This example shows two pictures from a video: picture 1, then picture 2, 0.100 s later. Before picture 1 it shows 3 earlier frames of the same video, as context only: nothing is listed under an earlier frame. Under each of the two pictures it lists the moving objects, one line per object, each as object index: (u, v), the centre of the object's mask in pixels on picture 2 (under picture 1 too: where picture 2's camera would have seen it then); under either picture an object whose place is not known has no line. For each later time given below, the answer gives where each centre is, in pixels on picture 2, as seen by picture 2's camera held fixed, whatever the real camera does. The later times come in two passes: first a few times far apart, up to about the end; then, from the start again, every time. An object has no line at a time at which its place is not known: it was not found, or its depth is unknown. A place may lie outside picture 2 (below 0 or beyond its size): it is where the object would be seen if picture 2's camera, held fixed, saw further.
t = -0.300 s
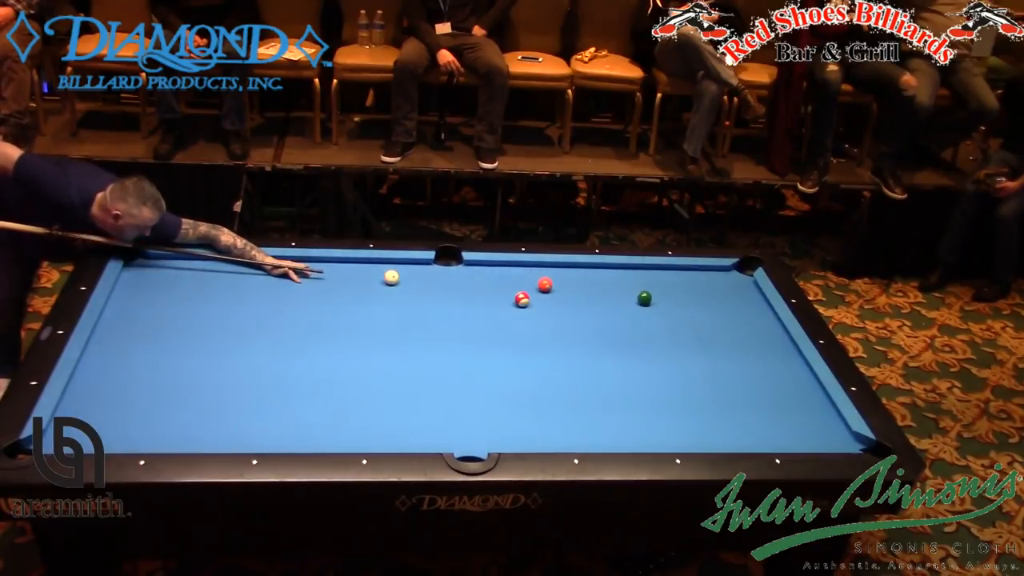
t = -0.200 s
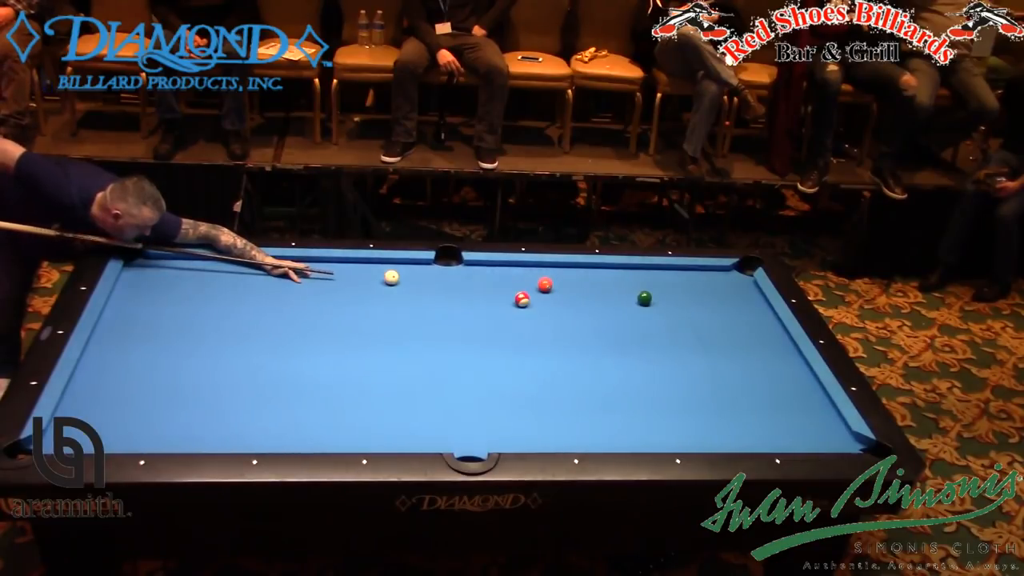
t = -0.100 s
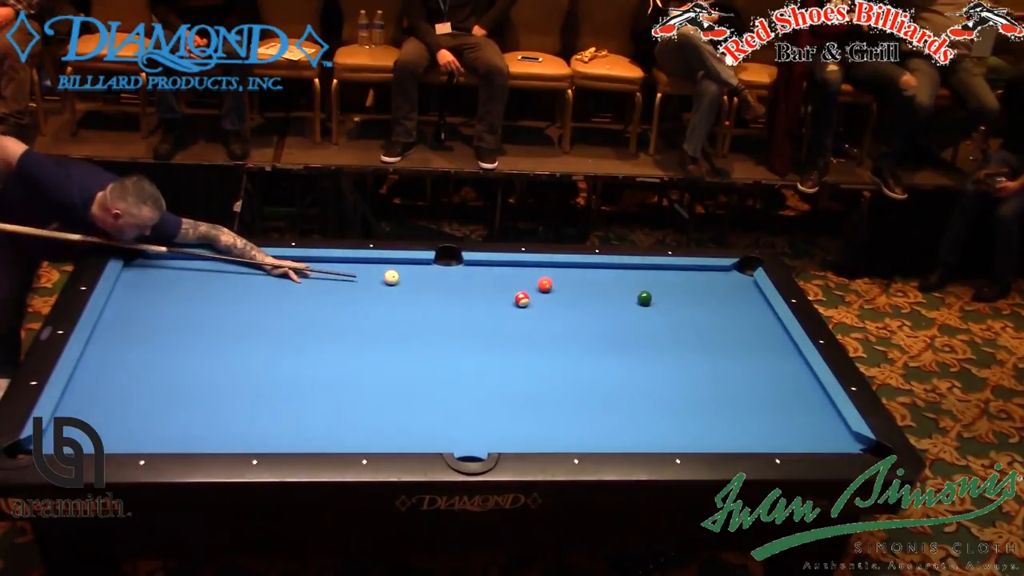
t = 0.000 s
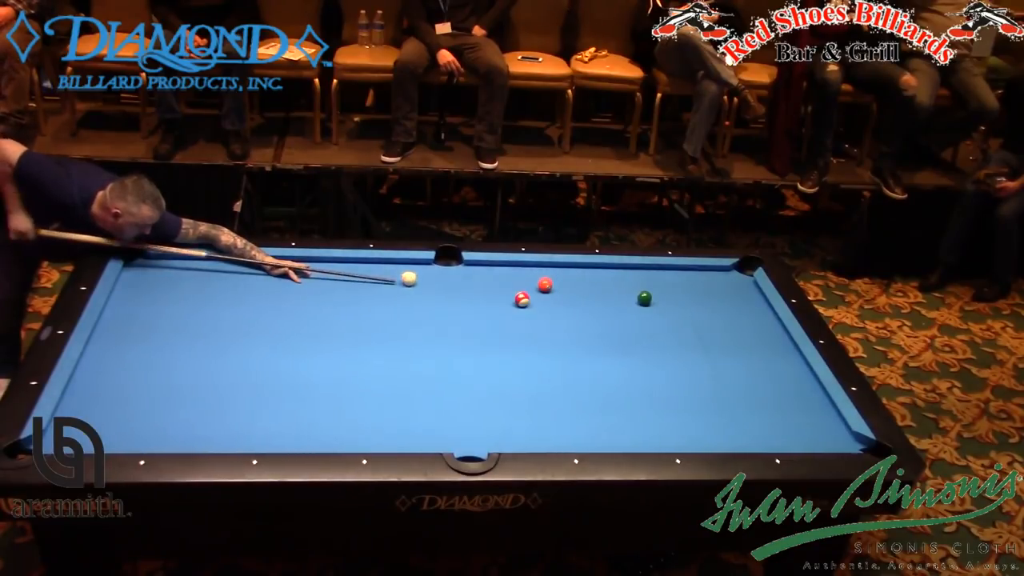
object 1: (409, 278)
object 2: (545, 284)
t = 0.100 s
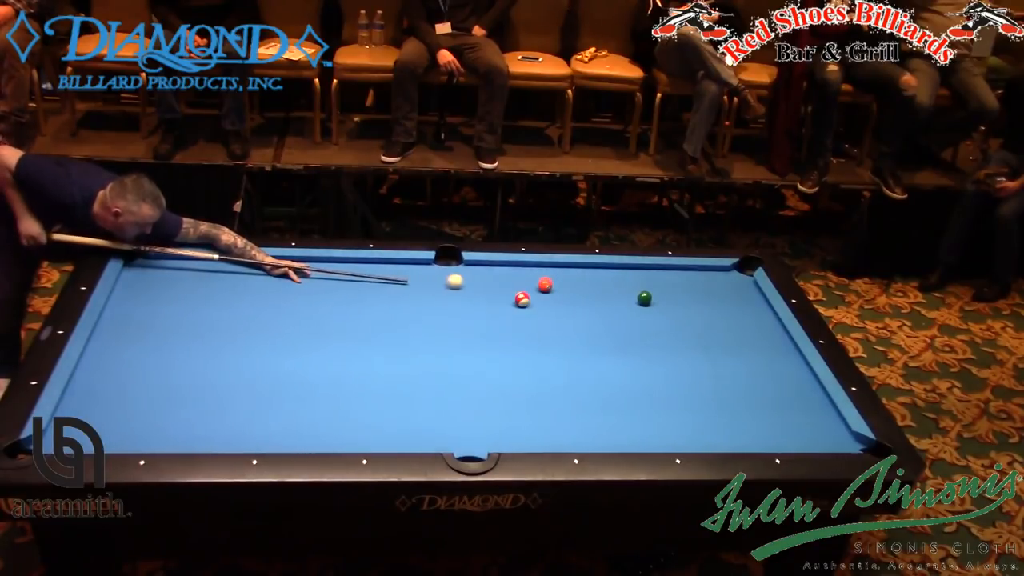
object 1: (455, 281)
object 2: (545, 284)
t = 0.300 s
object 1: (530, 286)
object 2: (545, 284)
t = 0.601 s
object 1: (543, 296)
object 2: (606, 280)
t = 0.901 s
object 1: (554, 305)
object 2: (658, 275)
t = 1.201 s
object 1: (564, 314)
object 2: (707, 271)
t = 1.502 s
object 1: (573, 321)
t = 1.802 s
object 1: (581, 329)
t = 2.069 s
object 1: (588, 335)
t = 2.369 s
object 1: (594, 340)
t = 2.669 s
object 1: (600, 345)
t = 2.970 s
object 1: (605, 349)
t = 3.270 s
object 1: (609, 352)
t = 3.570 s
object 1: (611, 354)
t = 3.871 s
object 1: (613, 356)
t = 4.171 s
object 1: (613, 356)
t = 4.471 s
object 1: (612, 356)
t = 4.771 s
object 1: (612, 357)
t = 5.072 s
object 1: (612, 357)
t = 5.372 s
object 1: (612, 357)
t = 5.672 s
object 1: (612, 357)
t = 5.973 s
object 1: (612, 357)
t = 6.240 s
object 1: (613, 357)
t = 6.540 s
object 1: (613, 356)
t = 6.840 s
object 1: (612, 357)
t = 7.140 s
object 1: (613, 357)
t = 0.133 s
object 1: (469, 282)
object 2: (545, 284)
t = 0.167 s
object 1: (482, 283)
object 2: (545, 284)
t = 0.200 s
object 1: (495, 284)
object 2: (545, 284)
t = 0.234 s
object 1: (507, 284)
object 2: (545, 284)
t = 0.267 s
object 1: (519, 284)
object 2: (545, 284)
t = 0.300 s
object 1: (530, 286)
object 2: (545, 284)
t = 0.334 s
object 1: (532, 287)
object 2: (552, 284)
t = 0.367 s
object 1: (534, 288)
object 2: (561, 283)
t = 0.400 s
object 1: (535, 289)
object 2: (568, 283)
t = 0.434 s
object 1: (536, 291)
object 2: (576, 282)
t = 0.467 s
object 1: (538, 292)
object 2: (582, 281)
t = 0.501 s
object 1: (539, 293)
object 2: (588, 281)
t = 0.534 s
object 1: (540, 294)
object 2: (594, 280)
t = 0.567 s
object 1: (541, 295)
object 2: (600, 280)
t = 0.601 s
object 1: (543, 296)
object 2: (606, 280)
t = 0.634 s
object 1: (544, 297)
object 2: (612, 279)
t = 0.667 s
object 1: (545, 298)
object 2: (618, 278)
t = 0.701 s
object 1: (546, 299)
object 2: (624, 278)
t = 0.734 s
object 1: (548, 300)
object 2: (630, 277)
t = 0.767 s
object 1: (549, 301)
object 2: (635, 277)
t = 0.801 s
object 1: (550, 302)
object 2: (641, 276)
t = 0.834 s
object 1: (551, 303)
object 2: (647, 276)
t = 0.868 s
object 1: (553, 304)
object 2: (653, 276)
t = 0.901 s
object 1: (554, 305)
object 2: (658, 275)
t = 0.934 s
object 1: (555, 306)
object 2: (664, 275)
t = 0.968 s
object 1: (556, 307)
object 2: (669, 275)
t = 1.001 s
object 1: (557, 308)
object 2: (675, 274)
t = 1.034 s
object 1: (558, 309)
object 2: (680, 274)
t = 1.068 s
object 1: (559, 310)
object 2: (686, 273)
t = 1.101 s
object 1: (560, 311)
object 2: (691, 273)
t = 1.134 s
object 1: (562, 312)
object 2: (696, 272)
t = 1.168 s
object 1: (562, 313)
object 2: (702, 272)
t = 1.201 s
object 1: (564, 314)
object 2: (707, 271)
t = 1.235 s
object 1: (565, 315)
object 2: (712, 271)
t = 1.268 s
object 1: (566, 315)
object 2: (717, 270)
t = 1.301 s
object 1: (567, 316)
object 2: (722, 270)
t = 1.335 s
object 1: (568, 317)
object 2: (727, 270)
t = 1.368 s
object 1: (569, 318)
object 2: (733, 270)
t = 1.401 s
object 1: (570, 319)
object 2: (738, 271)
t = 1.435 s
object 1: (571, 320)
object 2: (742, 271)
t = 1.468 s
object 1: (572, 321)
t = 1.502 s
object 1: (573, 321)
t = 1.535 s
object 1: (574, 322)
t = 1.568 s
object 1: (575, 323)
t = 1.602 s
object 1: (576, 324)
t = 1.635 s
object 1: (577, 325)
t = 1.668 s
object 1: (578, 325)
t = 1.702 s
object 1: (579, 326)
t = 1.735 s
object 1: (579, 327)
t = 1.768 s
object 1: (580, 328)
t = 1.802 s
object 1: (581, 329)
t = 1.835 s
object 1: (582, 330)
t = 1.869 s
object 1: (583, 330)
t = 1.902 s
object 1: (584, 331)
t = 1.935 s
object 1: (585, 332)
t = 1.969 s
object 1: (586, 333)
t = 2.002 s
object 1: (586, 333)
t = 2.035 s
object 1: (587, 334)
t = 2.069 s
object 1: (588, 335)
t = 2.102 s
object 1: (589, 335)
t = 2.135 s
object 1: (589, 336)
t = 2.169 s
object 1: (590, 337)
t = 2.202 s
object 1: (591, 338)
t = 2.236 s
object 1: (592, 338)
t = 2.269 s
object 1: (592, 339)
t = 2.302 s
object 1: (593, 339)
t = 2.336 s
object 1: (594, 340)
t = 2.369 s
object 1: (594, 340)
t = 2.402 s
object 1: (595, 341)
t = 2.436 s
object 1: (596, 341)
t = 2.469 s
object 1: (597, 342)
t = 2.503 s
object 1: (597, 343)
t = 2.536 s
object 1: (598, 343)
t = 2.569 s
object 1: (598, 344)
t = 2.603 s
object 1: (599, 344)
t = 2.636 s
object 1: (599, 345)
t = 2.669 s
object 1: (600, 345)
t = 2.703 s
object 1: (601, 346)
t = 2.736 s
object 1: (601, 346)
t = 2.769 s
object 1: (602, 347)
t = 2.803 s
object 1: (602, 347)
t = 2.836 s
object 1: (603, 348)
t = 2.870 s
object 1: (603, 348)
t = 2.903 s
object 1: (604, 348)
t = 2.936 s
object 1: (605, 349)
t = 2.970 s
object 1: (605, 349)
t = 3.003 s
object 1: (605, 350)
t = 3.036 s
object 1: (606, 350)
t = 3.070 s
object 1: (606, 350)
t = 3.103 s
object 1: (607, 351)
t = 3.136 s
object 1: (607, 351)
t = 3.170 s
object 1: (607, 352)
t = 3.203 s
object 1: (608, 352)
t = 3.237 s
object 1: (608, 352)
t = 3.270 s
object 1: (609, 352)
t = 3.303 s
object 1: (609, 353)
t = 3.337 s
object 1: (609, 353)
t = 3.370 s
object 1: (610, 353)
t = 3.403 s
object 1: (610, 354)
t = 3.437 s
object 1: (610, 354)
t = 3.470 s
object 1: (610, 354)
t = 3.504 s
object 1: (611, 354)
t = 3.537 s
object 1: (611, 354)
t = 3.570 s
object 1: (611, 354)
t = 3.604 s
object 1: (611, 355)
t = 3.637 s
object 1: (612, 355)
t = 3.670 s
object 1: (612, 355)
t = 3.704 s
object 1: (612, 355)
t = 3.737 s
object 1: (612, 355)
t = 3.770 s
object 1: (612, 356)
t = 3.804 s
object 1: (612, 356)
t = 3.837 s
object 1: (613, 356)
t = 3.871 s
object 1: (613, 356)
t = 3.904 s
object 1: (613, 356)
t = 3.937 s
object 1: (613, 356)
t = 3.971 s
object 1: (613, 356)
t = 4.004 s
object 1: (613, 356)
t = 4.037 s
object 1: (613, 356)
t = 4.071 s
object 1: (613, 356)
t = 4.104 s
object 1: (613, 356)
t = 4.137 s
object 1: (613, 356)
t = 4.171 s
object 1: (613, 356)
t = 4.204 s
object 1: (613, 356)
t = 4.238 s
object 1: (613, 356)
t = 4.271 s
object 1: (612, 356)
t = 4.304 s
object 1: (612, 356)
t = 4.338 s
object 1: (612, 356)
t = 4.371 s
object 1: (612, 356)
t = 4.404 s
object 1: (612, 357)
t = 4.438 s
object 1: (612, 356)
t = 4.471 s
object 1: (612, 356)
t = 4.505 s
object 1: (612, 356)
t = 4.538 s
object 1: (612, 357)
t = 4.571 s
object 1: (612, 357)
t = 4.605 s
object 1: (612, 357)
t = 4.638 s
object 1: (612, 357)
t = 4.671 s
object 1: (612, 357)
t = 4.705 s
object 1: (612, 357)
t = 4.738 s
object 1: (612, 357)
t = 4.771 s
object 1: (612, 357)
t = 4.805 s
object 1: (612, 357)
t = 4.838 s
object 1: (612, 357)
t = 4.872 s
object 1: (612, 357)
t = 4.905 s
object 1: (612, 357)
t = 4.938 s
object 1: (612, 357)
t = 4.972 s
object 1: (612, 357)
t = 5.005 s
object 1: (612, 357)
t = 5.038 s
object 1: (612, 357)
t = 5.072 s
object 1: (612, 357)
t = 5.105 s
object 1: (612, 357)
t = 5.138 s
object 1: (613, 357)
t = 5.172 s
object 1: (612, 357)
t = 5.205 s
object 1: (613, 357)
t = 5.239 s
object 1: (612, 357)
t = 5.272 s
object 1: (612, 357)
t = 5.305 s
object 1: (612, 357)
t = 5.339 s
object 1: (612, 357)
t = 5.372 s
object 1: (612, 357)
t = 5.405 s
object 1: (612, 357)
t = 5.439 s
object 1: (612, 357)
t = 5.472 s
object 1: (613, 357)
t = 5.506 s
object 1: (613, 357)
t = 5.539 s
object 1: (613, 357)
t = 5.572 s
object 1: (612, 357)
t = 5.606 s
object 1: (613, 357)
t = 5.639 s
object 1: (613, 357)
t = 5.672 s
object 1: (612, 357)
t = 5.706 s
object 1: (613, 357)
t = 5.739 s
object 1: (613, 357)
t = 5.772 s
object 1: (612, 357)
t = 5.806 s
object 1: (612, 357)
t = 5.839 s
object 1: (612, 357)
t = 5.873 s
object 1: (612, 357)
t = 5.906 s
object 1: (612, 357)
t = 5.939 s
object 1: (612, 357)
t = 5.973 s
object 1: (612, 357)
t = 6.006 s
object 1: (613, 357)
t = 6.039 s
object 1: (612, 357)
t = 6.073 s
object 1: (613, 357)
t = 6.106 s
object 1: (613, 357)
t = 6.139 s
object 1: (613, 357)
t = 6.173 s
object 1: (612, 357)
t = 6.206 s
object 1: (613, 357)
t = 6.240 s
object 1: (613, 357)
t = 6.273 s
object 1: (613, 357)
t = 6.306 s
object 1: (613, 357)
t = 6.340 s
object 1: (612, 357)
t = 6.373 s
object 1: (612, 357)
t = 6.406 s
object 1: (613, 357)
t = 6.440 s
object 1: (613, 357)
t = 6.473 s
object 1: (612, 357)
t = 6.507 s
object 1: (613, 357)
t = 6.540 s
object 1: (613, 356)
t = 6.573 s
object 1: (613, 356)
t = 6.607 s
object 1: (612, 357)
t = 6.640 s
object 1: (613, 357)
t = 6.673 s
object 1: (612, 357)
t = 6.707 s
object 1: (613, 357)
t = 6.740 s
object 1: (612, 357)
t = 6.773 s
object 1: (613, 357)
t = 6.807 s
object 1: (612, 357)
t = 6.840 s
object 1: (612, 357)
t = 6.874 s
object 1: (612, 357)
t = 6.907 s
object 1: (612, 357)
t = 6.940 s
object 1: (612, 357)
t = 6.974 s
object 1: (612, 357)
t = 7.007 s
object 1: (613, 357)
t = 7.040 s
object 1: (612, 357)
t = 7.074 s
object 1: (613, 357)
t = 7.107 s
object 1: (613, 357)
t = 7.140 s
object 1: (613, 357)
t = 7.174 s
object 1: (612, 357)
